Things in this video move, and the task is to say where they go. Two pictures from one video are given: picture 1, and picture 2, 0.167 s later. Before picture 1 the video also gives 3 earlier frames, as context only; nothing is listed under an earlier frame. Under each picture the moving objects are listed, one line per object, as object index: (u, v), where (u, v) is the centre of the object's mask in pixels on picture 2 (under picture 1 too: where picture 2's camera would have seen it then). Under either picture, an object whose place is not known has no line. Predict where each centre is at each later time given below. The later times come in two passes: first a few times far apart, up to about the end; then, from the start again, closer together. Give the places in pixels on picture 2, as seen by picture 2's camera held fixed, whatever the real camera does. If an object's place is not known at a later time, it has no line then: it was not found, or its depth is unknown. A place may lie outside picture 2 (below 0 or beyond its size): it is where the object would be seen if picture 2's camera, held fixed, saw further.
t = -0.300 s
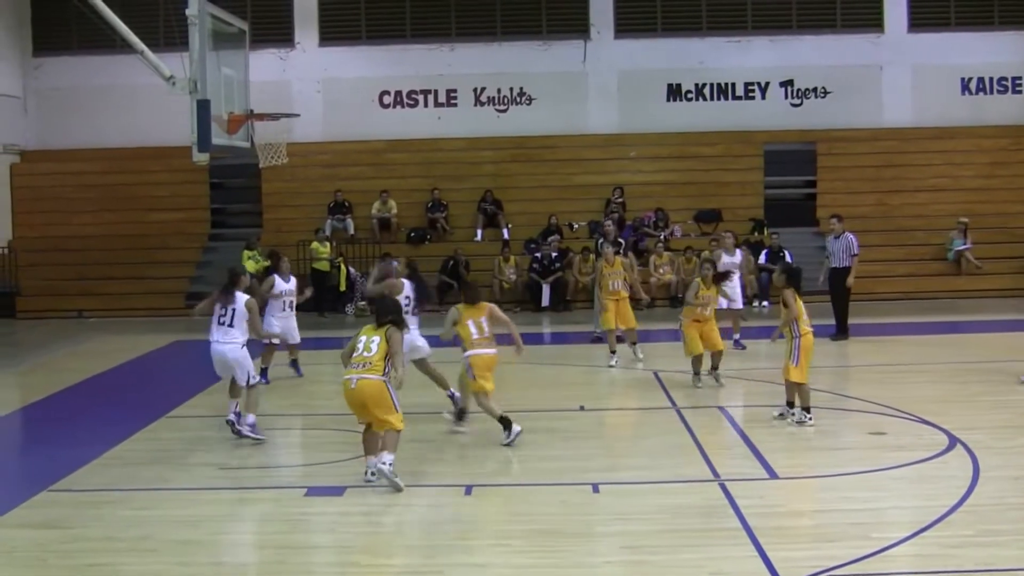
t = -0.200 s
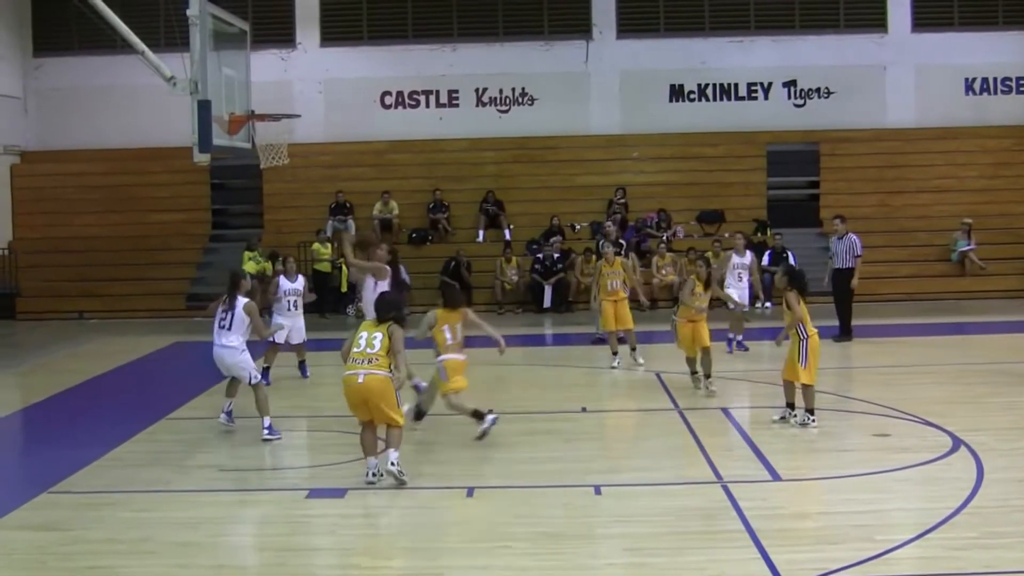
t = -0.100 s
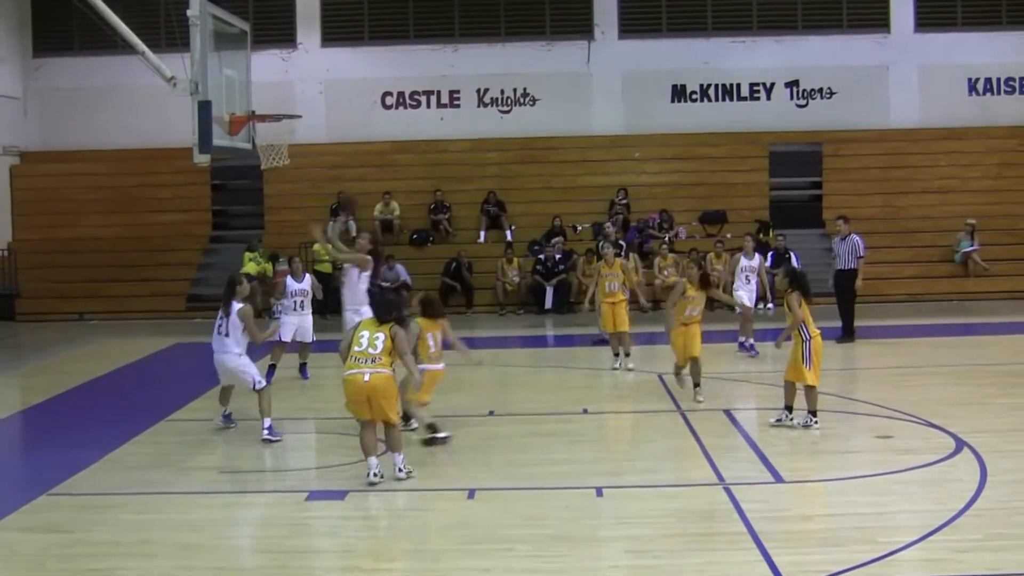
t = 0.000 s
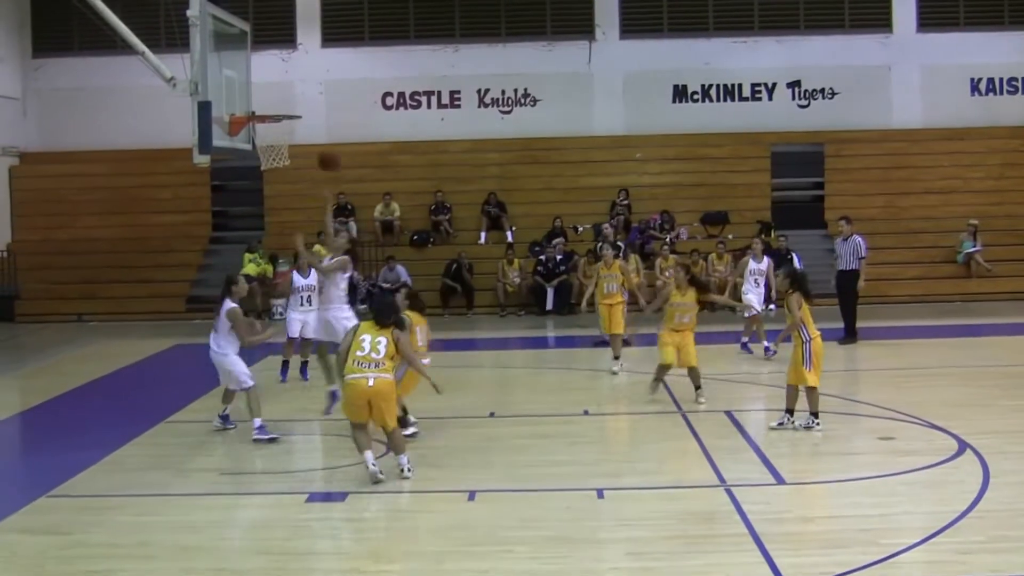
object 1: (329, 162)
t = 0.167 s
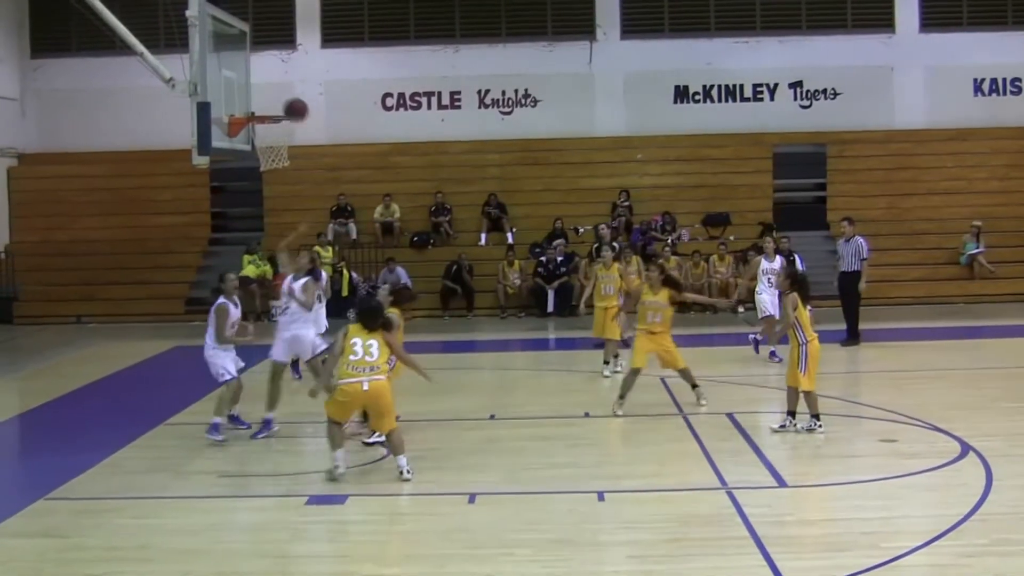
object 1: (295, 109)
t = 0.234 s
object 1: (282, 97)
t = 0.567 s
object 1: (264, 99)
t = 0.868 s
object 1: (291, 156)
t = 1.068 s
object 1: (297, 207)
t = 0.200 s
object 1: (289, 103)
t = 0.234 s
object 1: (282, 97)
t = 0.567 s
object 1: (264, 99)
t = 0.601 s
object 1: (268, 105)
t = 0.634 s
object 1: (273, 114)
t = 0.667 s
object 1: (277, 127)
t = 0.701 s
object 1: (281, 134)
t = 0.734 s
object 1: (284, 139)
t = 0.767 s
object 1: (287, 142)
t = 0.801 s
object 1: (289, 146)
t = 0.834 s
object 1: (290, 149)
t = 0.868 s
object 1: (291, 156)
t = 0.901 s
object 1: (292, 162)
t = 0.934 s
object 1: (294, 168)
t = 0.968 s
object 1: (294, 174)
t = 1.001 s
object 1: (295, 183)
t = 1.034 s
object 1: (296, 195)
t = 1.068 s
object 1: (297, 207)
